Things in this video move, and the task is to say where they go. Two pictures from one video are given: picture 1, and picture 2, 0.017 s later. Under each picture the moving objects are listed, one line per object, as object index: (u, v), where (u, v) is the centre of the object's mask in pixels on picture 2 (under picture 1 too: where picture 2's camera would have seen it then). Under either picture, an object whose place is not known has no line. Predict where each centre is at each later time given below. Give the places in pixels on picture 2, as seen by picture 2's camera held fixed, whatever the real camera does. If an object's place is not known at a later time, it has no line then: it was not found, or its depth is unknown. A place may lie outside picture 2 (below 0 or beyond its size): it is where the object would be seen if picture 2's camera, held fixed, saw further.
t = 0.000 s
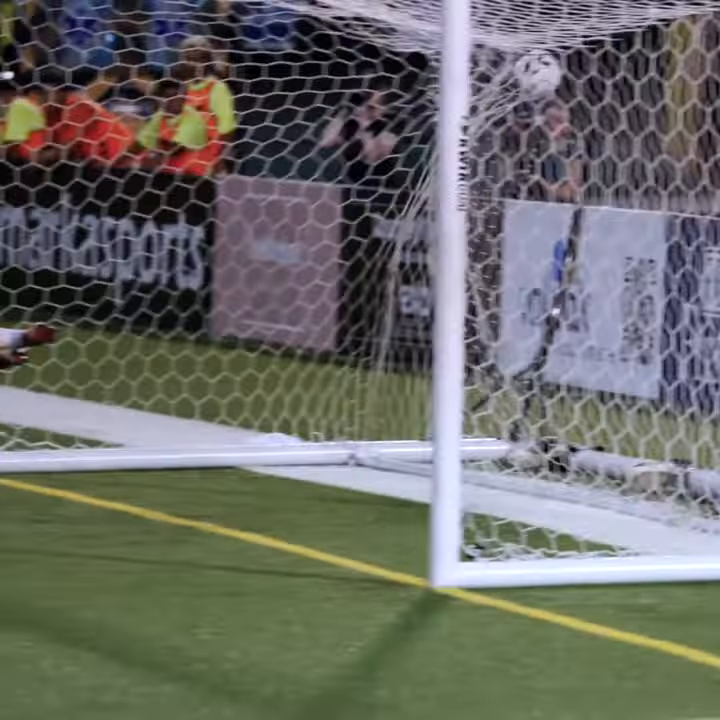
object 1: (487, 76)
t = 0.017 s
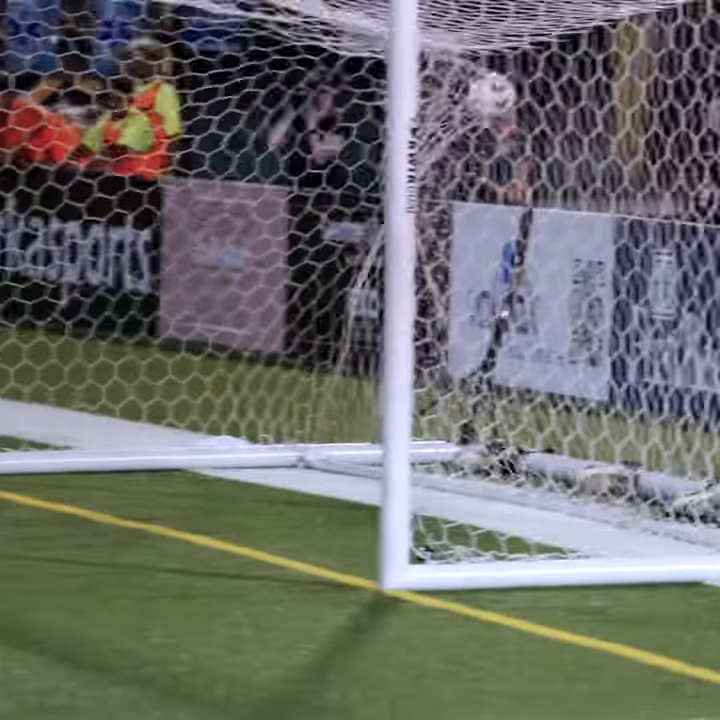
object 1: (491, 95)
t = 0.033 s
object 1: (497, 116)
